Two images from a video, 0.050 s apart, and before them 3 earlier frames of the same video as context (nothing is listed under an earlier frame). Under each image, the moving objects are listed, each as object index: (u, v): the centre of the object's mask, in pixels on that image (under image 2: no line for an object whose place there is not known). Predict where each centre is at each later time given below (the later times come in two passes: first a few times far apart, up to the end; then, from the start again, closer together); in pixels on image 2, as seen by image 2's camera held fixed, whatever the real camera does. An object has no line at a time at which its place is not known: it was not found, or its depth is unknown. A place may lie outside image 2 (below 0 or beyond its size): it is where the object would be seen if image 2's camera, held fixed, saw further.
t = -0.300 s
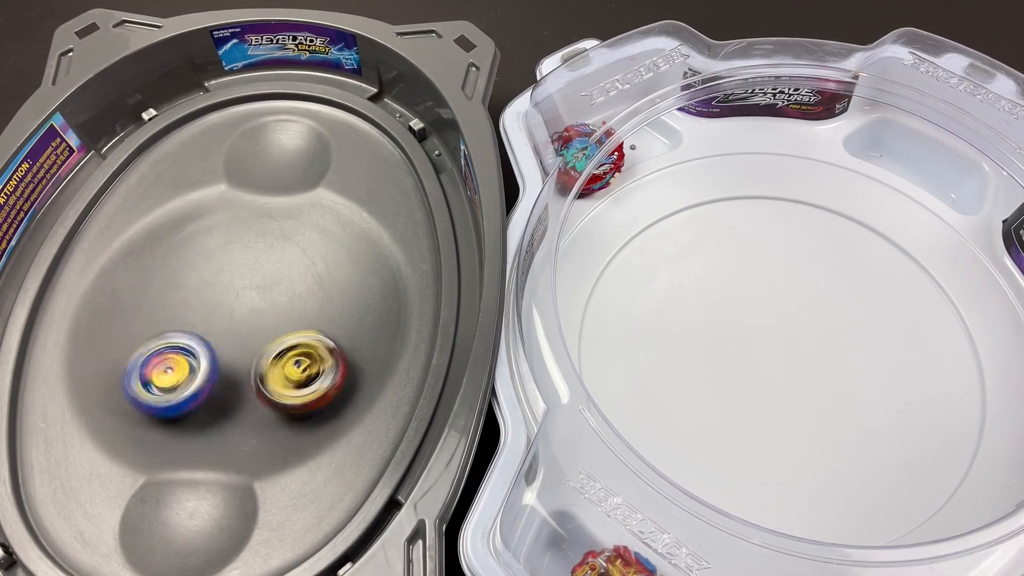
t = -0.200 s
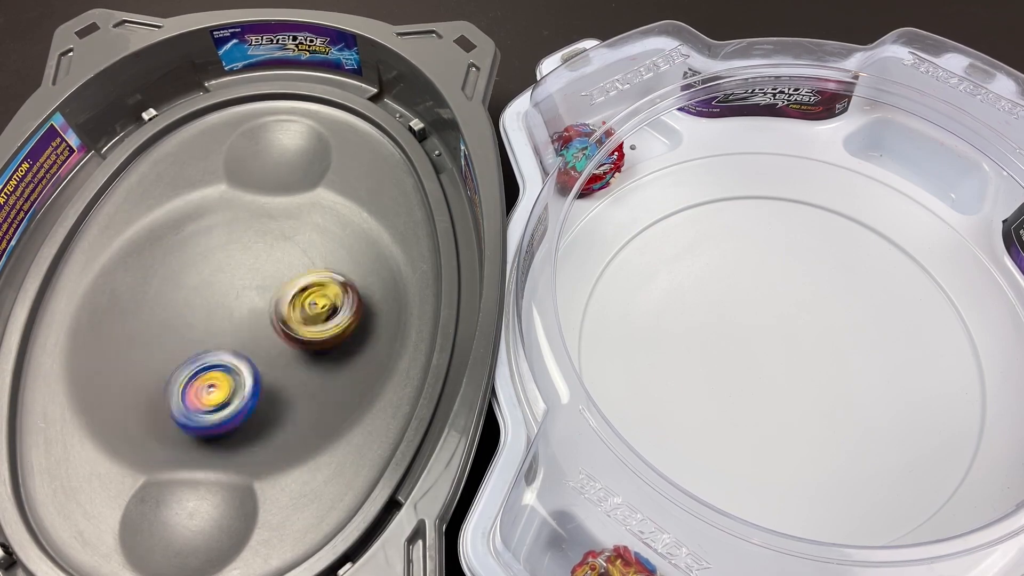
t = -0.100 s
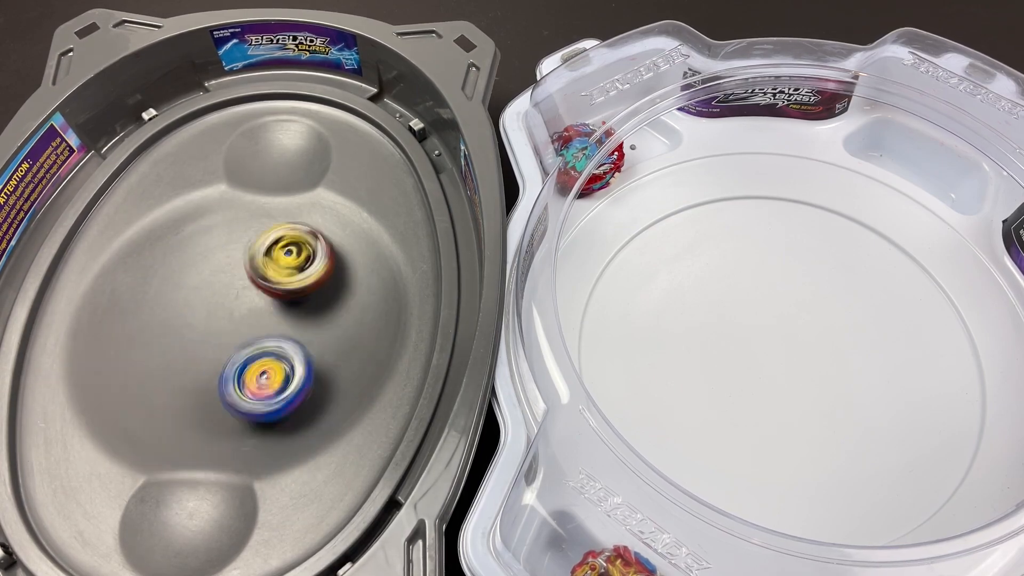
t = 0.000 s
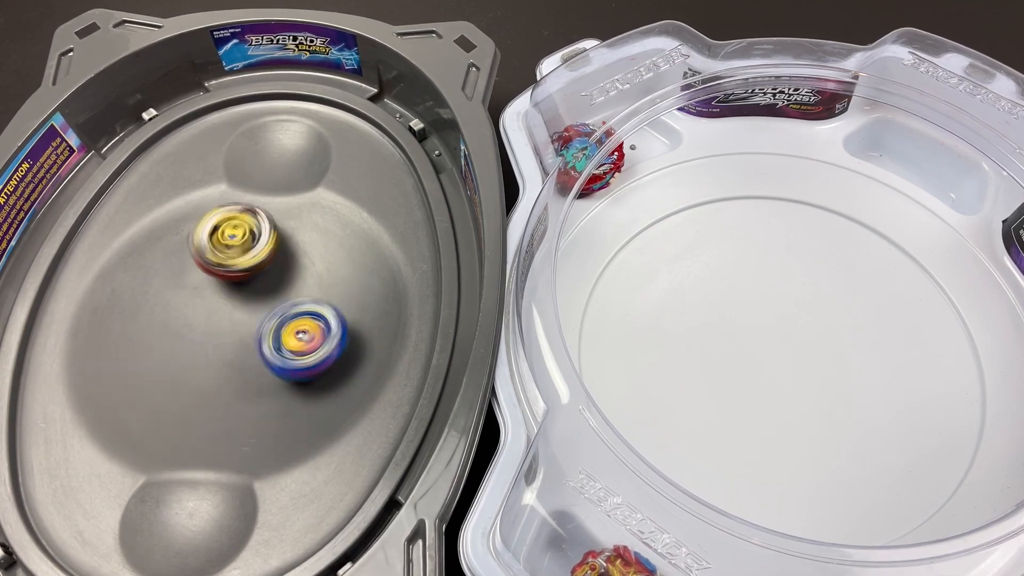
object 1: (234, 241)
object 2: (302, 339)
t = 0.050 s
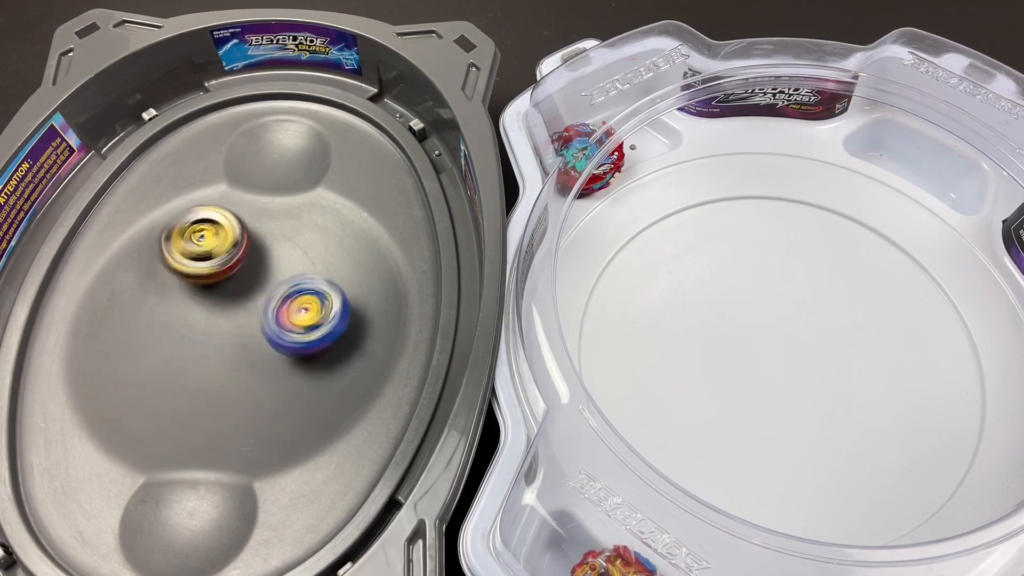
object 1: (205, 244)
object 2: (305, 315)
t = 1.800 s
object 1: (257, 254)
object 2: (302, 329)
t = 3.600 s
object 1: (182, 357)
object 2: (290, 320)
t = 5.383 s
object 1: (193, 348)
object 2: (286, 313)
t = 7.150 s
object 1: (270, 288)
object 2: (198, 350)
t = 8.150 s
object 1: (224, 373)
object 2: (237, 311)
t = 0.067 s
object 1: (196, 247)
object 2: (304, 307)
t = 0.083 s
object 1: (184, 250)
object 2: (302, 301)
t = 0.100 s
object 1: (175, 254)
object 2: (298, 293)
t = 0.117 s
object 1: (165, 260)
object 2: (293, 288)
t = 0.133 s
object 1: (157, 266)
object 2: (288, 282)
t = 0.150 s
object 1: (150, 273)
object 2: (282, 278)
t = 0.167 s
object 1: (141, 281)
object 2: (274, 274)
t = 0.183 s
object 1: (136, 288)
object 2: (267, 271)
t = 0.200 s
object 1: (130, 298)
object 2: (258, 269)
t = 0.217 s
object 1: (126, 307)
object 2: (251, 268)
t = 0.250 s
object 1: (122, 327)
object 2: (233, 268)
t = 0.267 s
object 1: (123, 336)
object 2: (224, 269)
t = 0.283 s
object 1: (123, 346)
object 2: (215, 270)
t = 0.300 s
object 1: (127, 355)
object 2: (208, 273)
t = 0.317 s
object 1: (132, 365)
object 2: (199, 277)
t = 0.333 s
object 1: (137, 373)
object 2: (190, 280)
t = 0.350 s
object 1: (144, 379)
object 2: (184, 285)
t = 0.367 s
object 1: (152, 387)
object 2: (176, 290)
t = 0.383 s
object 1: (162, 392)
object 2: (170, 295)
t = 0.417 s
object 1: (182, 401)
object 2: (158, 308)
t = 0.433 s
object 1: (196, 402)
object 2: (155, 315)
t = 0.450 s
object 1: (207, 404)
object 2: (150, 322)
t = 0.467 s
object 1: (220, 402)
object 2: (148, 328)
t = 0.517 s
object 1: (256, 395)
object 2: (147, 351)
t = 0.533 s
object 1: (267, 392)
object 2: (148, 357)
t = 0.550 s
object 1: (279, 384)
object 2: (151, 364)
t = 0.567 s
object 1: (289, 378)
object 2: (155, 370)
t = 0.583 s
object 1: (296, 372)
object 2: (160, 376)
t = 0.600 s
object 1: (306, 364)
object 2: (165, 380)
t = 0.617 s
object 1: (313, 357)
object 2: (174, 384)
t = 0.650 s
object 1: (326, 339)
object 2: (188, 390)
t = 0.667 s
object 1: (328, 329)
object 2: (197, 392)
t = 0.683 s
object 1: (332, 320)
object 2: (205, 392)
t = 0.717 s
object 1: (334, 302)
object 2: (224, 390)
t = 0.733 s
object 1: (334, 294)
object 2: (235, 387)
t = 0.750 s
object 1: (331, 286)
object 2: (244, 384)
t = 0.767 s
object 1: (328, 278)
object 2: (253, 380)
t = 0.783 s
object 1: (324, 271)
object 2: (261, 376)
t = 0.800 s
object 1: (318, 264)
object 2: (270, 370)
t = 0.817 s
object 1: (313, 259)
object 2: (276, 364)
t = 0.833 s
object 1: (304, 254)
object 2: (283, 356)
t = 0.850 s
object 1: (295, 250)
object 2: (288, 350)
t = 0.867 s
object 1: (287, 248)
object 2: (293, 341)
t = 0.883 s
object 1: (277, 245)
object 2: (297, 334)
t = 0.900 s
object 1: (268, 244)
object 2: (299, 325)
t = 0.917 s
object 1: (256, 245)
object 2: (301, 318)
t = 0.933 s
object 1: (245, 246)
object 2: (300, 311)
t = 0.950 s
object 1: (236, 249)
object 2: (300, 302)
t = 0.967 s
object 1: (224, 252)
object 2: (298, 297)
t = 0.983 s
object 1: (215, 256)
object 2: (296, 290)
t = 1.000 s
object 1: (203, 262)
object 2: (293, 284)
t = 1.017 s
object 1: (194, 268)
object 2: (288, 278)
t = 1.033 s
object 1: (187, 275)
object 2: (284, 274)
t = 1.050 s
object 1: (175, 282)
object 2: (278, 270)
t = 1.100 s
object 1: (154, 307)
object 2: (258, 262)
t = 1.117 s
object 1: (150, 316)
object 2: (250, 261)
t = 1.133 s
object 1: (143, 325)
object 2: (242, 261)
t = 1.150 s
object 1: (141, 334)
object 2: (234, 262)
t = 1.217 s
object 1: (138, 370)
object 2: (203, 271)
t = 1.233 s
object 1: (141, 378)
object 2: (196, 276)
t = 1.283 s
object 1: (156, 398)
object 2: (177, 292)
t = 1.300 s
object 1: (162, 404)
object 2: (171, 299)
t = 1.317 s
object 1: (171, 408)
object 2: (166, 306)
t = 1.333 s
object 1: (180, 412)
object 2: (164, 313)
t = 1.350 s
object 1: (188, 415)
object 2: (159, 321)
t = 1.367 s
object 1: (199, 416)
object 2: (159, 328)
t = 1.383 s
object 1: (209, 417)
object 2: (159, 336)
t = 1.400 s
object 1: (220, 415)
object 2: (158, 343)
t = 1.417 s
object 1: (232, 414)
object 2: (160, 351)
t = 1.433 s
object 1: (242, 411)
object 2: (163, 357)
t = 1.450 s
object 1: (254, 407)
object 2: (168, 365)
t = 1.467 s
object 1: (265, 402)
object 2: (170, 370)
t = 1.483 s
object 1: (274, 395)
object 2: (177, 374)
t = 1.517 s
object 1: (290, 380)
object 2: (190, 383)
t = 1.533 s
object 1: (299, 371)
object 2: (198, 386)
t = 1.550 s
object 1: (306, 363)
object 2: (206, 387)
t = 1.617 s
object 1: (317, 324)
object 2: (239, 387)
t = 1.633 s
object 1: (317, 315)
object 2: (246, 385)
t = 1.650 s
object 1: (314, 306)
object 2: (255, 382)
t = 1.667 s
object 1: (311, 297)
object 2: (263, 377)
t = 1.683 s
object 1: (309, 290)
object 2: (270, 373)
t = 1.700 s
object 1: (302, 282)
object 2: (277, 368)
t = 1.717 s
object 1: (298, 276)
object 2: (283, 363)
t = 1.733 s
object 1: (289, 270)
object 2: (288, 357)
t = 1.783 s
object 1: (265, 257)
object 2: (300, 336)
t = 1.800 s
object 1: (257, 254)
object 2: (302, 329)
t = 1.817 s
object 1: (247, 253)
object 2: (302, 323)
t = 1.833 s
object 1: (239, 252)
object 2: (303, 315)
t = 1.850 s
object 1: (230, 252)
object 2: (302, 308)
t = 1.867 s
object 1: (218, 253)
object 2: (299, 302)
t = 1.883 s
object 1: (209, 254)
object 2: (297, 295)
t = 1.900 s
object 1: (202, 258)
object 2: (292, 290)
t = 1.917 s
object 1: (190, 260)
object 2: (288, 284)
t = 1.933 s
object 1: (181, 263)
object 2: (281, 280)
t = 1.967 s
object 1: (164, 274)
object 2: (268, 274)
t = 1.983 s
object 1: (157, 280)
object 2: (260, 271)
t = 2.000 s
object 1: (148, 287)
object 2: (253, 270)
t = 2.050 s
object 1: (133, 311)
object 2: (228, 271)
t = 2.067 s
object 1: (130, 317)
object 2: (219, 274)
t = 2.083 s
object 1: (127, 328)
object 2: (211, 276)
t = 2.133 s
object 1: (125, 356)
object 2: (194, 284)
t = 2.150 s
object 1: (125, 366)
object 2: (189, 288)
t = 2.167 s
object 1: (128, 375)
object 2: (184, 292)
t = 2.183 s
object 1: (132, 384)
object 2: (180, 297)
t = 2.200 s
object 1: (138, 390)
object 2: (176, 304)
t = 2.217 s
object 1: (144, 397)
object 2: (171, 310)
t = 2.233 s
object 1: (152, 403)
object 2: (168, 316)
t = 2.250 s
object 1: (161, 408)
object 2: (167, 323)
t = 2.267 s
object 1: (170, 413)
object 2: (167, 329)
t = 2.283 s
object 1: (180, 414)
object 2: (168, 336)
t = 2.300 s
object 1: (190, 421)
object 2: (171, 339)
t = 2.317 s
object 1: (200, 433)
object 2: (176, 336)
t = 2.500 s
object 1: (297, 520)
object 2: (227, 288)
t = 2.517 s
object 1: (301, 526)
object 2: (229, 283)
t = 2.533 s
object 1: (301, 525)
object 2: (230, 279)
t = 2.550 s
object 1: (300, 523)
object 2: (230, 275)
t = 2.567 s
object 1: (301, 522)
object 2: (232, 272)
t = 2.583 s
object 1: (301, 521)
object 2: (231, 269)
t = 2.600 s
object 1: (302, 518)
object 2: (230, 265)
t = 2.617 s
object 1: (303, 516)
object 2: (229, 264)
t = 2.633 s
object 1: (300, 512)
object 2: (225, 263)
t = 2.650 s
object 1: (299, 505)
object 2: (223, 263)
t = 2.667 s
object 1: (295, 497)
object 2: (221, 265)
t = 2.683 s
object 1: (291, 490)
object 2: (217, 267)
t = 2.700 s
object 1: (284, 481)
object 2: (216, 271)
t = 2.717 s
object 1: (279, 475)
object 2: (215, 276)
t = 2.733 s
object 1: (276, 467)
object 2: (214, 281)
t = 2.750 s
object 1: (270, 461)
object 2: (216, 287)
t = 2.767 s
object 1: (266, 453)
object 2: (217, 293)
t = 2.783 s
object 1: (262, 446)
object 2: (218, 298)
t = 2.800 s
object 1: (260, 441)
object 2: (223, 305)
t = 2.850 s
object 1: (251, 414)
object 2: (235, 319)
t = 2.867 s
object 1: (247, 403)
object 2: (240, 322)
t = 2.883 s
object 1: (242, 397)
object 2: (245, 318)
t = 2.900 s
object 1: (236, 397)
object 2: (252, 313)
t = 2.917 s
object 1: (233, 395)
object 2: (258, 308)
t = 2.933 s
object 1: (226, 395)
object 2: (265, 302)
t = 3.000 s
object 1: (211, 379)
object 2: (284, 286)
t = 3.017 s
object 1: (207, 376)
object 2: (288, 282)
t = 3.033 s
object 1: (207, 370)
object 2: (290, 279)
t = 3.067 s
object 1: (202, 360)
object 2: (292, 273)
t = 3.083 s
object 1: (200, 356)
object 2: (292, 272)
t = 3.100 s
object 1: (199, 351)
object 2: (290, 270)
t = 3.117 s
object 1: (197, 346)
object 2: (288, 270)
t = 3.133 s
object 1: (195, 343)
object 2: (286, 269)
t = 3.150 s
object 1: (195, 338)
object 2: (283, 271)
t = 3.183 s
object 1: (191, 332)
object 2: (276, 275)
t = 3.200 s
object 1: (191, 329)
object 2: (272, 278)
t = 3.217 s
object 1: (187, 327)
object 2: (269, 282)
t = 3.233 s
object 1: (180, 327)
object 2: (273, 284)
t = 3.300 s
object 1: (148, 330)
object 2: (288, 291)
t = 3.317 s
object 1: (141, 331)
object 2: (291, 293)
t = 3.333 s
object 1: (137, 333)
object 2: (294, 294)
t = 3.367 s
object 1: (127, 337)
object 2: (299, 296)
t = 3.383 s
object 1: (123, 338)
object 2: (301, 297)
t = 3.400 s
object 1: (121, 342)
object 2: (304, 298)
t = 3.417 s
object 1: (119, 345)
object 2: (306, 299)
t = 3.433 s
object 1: (119, 348)
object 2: (307, 300)
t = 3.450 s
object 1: (120, 351)
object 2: (308, 301)
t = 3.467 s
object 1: (122, 356)
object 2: (308, 303)
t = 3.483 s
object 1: (127, 359)
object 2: (307, 305)
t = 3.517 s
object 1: (140, 362)
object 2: (304, 308)
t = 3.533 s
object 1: (148, 363)
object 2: (301, 310)
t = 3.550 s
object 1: (156, 362)
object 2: (300, 311)
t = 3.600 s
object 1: (182, 357)
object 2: (290, 320)
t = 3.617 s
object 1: (190, 354)
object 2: (286, 323)
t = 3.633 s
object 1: (195, 353)
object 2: (288, 326)
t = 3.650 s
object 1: (187, 351)
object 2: (296, 328)
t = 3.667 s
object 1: (184, 348)
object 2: (301, 327)
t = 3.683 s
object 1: (182, 344)
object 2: (309, 327)
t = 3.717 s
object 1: (180, 339)
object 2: (317, 327)
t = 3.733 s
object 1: (181, 336)
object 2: (320, 326)
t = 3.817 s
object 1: (197, 317)
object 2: (332, 319)
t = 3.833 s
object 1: (200, 313)
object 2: (333, 318)
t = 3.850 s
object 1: (202, 310)
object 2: (332, 316)
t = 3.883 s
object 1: (207, 302)
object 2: (327, 314)
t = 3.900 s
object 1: (209, 298)
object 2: (323, 313)
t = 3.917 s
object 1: (210, 296)
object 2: (318, 313)
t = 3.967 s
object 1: (214, 286)
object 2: (298, 316)
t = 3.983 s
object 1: (215, 285)
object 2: (291, 318)
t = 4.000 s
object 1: (212, 281)
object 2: (286, 321)
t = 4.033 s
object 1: (204, 270)
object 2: (278, 331)
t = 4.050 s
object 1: (201, 267)
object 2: (273, 336)
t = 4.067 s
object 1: (197, 265)
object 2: (266, 340)
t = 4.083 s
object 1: (192, 264)
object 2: (262, 344)
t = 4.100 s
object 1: (189, 263)
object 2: (257, 346)
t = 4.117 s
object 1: (186, 263)
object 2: (252, 350)
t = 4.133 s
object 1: (183, 263)
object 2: (246, 352)
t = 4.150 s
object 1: (178, 266)
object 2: (241, 356)
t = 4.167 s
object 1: (175, 267)
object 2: (237, 358)
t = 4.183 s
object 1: (173, 272)
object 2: (232, 360)
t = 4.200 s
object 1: (172, 276)
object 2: (226, 363)
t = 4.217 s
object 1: (172, 280)
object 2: (221, 364)
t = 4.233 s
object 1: (172, 285)
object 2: (216, 366)
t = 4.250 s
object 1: (173, 290)
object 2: (211, 367)
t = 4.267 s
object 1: (176, 295)
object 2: (205, 369)
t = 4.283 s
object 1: (179, 297)
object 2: (200, 371)
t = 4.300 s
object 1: (186, 294)
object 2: (196, 379)
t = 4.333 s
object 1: (193, 286)
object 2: (184, 394)
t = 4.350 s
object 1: (198, 282)
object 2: (179, 398)
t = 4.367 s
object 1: (204, 279)
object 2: (174, 401)
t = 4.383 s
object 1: (210, 278)
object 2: (173, 402)
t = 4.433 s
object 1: (223, 277)
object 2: (167, 404)
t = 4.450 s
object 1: (227, 276)
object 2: (164, 404)
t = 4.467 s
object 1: (232, 276)
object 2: (166, 404)
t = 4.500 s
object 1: (239, 278)
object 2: (163, 401)
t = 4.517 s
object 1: (244, 278)
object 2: (164, 398)
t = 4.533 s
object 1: (247, 280)
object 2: (165, 395)
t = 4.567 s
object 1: (256, 282)
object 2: (166, 390)
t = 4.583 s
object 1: (258, 284)
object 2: (165, 386)
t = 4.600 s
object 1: (261, 285)
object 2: (167, 382)
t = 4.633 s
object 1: (267, 289)
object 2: (171, 373)
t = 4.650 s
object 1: (271, 290)
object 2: (173, 369)
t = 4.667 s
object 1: (273, 295)
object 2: (175, 363)
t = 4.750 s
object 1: (282, 309)
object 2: (192, 339)
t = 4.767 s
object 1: (283, 313)
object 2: (196, 334)
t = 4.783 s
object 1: (286, 316)
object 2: (197, 330)
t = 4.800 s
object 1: (289, 318)
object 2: (197, 326)
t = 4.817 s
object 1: (292, 320)
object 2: (198, 322)
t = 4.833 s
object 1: (292, 324)
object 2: (199, 318)
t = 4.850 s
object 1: (292, 328)
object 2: (201, 314)
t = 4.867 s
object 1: (291, 331)
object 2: (203, 310)
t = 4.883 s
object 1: (290, 335)
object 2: (206, 308)
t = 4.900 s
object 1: (289, 339)
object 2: (207, 307)
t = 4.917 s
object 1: (286, 341)
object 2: (207, 304)
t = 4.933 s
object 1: (284, 345)
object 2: (209, 301)
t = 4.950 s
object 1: (282, 348)
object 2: (212, 299)
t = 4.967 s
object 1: (279, 351)
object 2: (215, 296)
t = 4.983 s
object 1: (276, 354)
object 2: (218, 295)
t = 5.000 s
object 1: (273, 357)
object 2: (220, 293)
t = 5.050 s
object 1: (263, 363)
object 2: (232, 288)
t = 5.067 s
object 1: (258, 366)
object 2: (236, 288)
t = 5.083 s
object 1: (254, 367)
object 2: (238, 289)
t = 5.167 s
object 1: (233, 371)
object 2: (255, 289)
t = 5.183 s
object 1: (228, 371)
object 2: (259, 290)
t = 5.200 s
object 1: (224, 370)
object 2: (262, 291)
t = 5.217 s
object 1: (221, 369)
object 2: (266, 292)
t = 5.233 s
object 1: (217, 367)
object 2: (269, 295)
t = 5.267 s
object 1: (211, 365)
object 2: (273, 299)
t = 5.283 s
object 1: (206, 364)
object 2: (276, 299)
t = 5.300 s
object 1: (204, 362)
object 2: (279, 300)
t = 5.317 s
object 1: (202, 360)
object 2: (281, 303)
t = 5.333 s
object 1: (198, 356)
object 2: (283, 306)
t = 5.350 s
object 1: (197, 353)
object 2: (284, 309)
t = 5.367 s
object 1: (195, 350)
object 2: (285, 310)
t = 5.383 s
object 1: (193, 348)
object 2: (286, 313)
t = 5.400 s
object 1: (194, 345)
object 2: (287, 316)
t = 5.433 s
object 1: (193, 338)
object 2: (287, 322)
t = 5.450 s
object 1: (194, 335)
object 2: (287, 324)
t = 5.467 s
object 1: (194, 332)
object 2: (286, 327)
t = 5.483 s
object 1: (195, 328)
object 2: (285, 330)
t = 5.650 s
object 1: (212, 297)
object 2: (260, 363)
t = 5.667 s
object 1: (214, 290)
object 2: (256, 368)
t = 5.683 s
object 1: (219, 286)
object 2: (254, 371)
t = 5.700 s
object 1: (222, 285)
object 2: (251, 375)
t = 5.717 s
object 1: (224, 284)
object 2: (248, 374)
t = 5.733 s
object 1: (225, 282)
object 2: (245, 377)
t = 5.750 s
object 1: (229, 281)
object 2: (243, 376)
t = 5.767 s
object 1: (233, 280)
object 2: (239, 378)
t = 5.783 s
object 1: (237, 282)
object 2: (237, 378)
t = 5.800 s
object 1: (240, 284)
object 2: (235, 378)
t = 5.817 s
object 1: (242, 286)
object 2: (233, 375)
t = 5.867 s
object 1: (250, 292)
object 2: (223, 371)
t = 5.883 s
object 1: (253, 294)
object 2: (220, 369)
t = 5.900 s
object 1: (257, 295)
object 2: (216, 369)
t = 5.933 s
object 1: (265, 297)
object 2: (208, 368)
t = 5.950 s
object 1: (267, 299)
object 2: (206, 366)
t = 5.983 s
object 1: (272, 304)
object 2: (200, 361)
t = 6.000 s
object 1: (275, 305)
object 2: (195, 358)
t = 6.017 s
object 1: (277, 309)
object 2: (191, 356)
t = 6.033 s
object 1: (278, 311)
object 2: (188, 353)
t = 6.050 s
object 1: (279, 315)
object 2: (187, 351)
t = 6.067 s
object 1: (278, 318)
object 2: (186, 348)
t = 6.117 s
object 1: (274, 328)
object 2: (184, 336)
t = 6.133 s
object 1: (272, 332)
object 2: (184, 332)
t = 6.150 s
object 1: (275, 338)
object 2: (179, 327)
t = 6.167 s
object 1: (278, 343)
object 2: (174, 321)
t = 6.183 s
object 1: (280, 348)
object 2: (171, 314)
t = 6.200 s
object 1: (280, 352)
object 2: (171, 309)
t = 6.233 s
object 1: (279, 361)
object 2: (173, 302)
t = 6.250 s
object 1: (277, 365)
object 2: (175, 297)
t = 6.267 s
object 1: (274, 368)
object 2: (176, 293)
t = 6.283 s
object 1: (271, 371)
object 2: (180, 291)
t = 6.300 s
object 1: (268, 374)
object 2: (183, 289)
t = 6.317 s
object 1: (265, 376)
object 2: (186, 288)
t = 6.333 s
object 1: (260, 377)
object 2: (190, 287)
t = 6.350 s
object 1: (255, 378)
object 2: (194, 286)
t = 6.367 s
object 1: (250, 380)
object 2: (198, 286)
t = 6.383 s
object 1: (246, 380)
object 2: (203, 286)
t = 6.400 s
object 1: (241, 380)
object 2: (208, 286)
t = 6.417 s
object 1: (235, 379)
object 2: (213, 286)
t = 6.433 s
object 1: (229, 377)
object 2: (217, 287)
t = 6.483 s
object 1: (216, 373)
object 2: (233, 294)
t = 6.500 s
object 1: (210, 370)
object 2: (238, 296)
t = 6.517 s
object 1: (204, 370)
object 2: (244, 296)
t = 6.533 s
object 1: (198, 369)
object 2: (251, 295)
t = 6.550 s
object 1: (192, 370)
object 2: (256, 295)
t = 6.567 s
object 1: (187, 368)
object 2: (262, 295)
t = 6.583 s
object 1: (182, 366)
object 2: (267, 298)
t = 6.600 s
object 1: (178, 364)
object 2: (271, 302)
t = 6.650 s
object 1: (173, 354)
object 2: (278, 312)
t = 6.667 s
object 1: (171, 351)
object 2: (279, 315)
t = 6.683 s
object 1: (171, 347)
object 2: (279, 319)
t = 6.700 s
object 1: (170, 343)
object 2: (281, 324)
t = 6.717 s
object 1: (171, 340)
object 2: (280, 328)
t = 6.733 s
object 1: (172, 336)
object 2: (281, 332)
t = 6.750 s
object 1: (174, 333)
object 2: (279, 338)
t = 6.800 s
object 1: (179, 322)
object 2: (273, 350)
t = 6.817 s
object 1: (181, 318)
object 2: (269, 354)
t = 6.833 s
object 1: (185, 315)
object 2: (265, 357)
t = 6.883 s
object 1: (197, 307)
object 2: (254, 366)
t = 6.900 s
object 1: (201, 304)
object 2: (249, 368)
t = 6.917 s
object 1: (206, 303)
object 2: (243, 369)
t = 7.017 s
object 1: (234, 288)
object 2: (214, 371)
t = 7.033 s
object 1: (239, 286)
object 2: (210, 371)
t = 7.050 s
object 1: (244, 286)
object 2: (206, 369)
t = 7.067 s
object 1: (248, 285)
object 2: (202, 367)
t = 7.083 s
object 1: (253, 285)
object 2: (201, 365)
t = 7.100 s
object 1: (258, 285)
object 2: (199, 361)
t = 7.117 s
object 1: (262, 284)
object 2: (198, 358)
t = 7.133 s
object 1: (266, 286)
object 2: (197, 354)
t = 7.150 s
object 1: (270, 288)
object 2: (198, 350)
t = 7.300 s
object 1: (294, 308)
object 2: (202, 320)
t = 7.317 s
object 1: (295, 311)
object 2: (203, 317)
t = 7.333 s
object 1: (295, 314)
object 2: (205, 315)
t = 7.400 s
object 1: (292, 329)
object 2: (216, 308)
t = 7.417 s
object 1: (292, 333)
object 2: (218, 308)
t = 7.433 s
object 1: (292, 339)
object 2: (217, 305)
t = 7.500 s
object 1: (289, 361)
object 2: (218, 293)
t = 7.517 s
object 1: (287, 366)
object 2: (219, 292)
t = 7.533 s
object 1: (283, 369)
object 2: (221, 292)
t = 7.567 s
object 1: (275, 374)
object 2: (223, 294)
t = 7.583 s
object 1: (270, 376)
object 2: (224, 296)
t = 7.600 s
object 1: (265, 378)
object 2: (225, 299)
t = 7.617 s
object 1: (261, 379)
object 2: (225, 303)
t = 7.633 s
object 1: (257, 380)
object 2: (225, 308)
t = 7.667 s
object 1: (246, 383)
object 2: (223, 313)
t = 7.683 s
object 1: (241, 386)
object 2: (224, 313)
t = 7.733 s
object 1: (229, 391)
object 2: (225, 314)
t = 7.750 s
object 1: (225, 393)
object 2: (227, 314)
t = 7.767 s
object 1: (221, 394)
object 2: (228, 313)
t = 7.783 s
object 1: (218, 395)
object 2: (229, 312)
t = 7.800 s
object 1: (216, 396)
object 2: (230, 312)
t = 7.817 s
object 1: (214, 396)
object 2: (230, 312)
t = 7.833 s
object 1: (212, 395)
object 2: (230, 313)
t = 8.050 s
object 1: (221, 375)
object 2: (232, 313)
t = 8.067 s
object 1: (222, 374)
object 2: (234, 312)
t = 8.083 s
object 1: (223, 373)
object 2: (235, 311)
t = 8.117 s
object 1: (223, 373)
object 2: (236, 311)
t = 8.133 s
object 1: (224, 373)
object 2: (237, 311)
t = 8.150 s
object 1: (224, 373)
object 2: (237, 311)
